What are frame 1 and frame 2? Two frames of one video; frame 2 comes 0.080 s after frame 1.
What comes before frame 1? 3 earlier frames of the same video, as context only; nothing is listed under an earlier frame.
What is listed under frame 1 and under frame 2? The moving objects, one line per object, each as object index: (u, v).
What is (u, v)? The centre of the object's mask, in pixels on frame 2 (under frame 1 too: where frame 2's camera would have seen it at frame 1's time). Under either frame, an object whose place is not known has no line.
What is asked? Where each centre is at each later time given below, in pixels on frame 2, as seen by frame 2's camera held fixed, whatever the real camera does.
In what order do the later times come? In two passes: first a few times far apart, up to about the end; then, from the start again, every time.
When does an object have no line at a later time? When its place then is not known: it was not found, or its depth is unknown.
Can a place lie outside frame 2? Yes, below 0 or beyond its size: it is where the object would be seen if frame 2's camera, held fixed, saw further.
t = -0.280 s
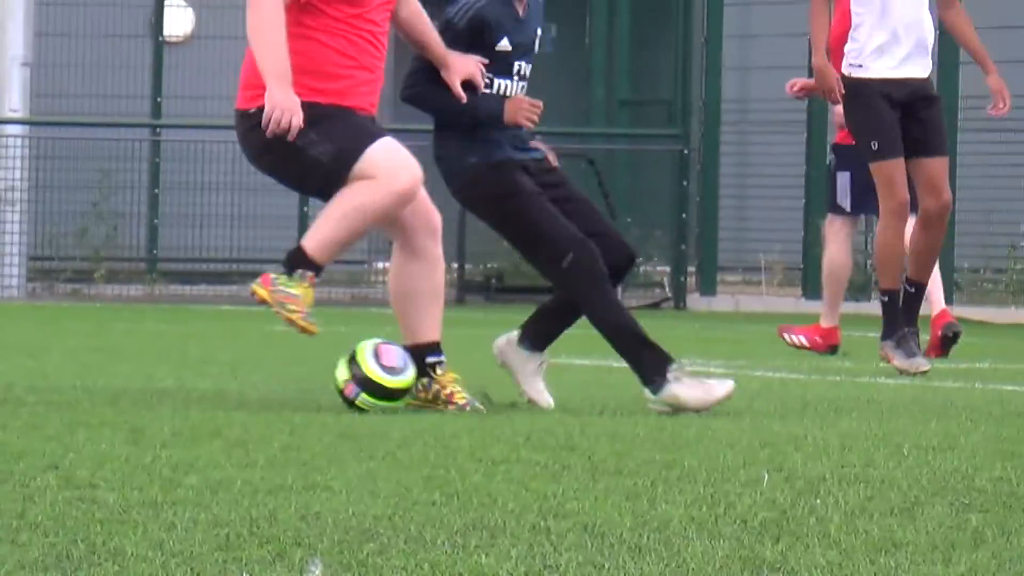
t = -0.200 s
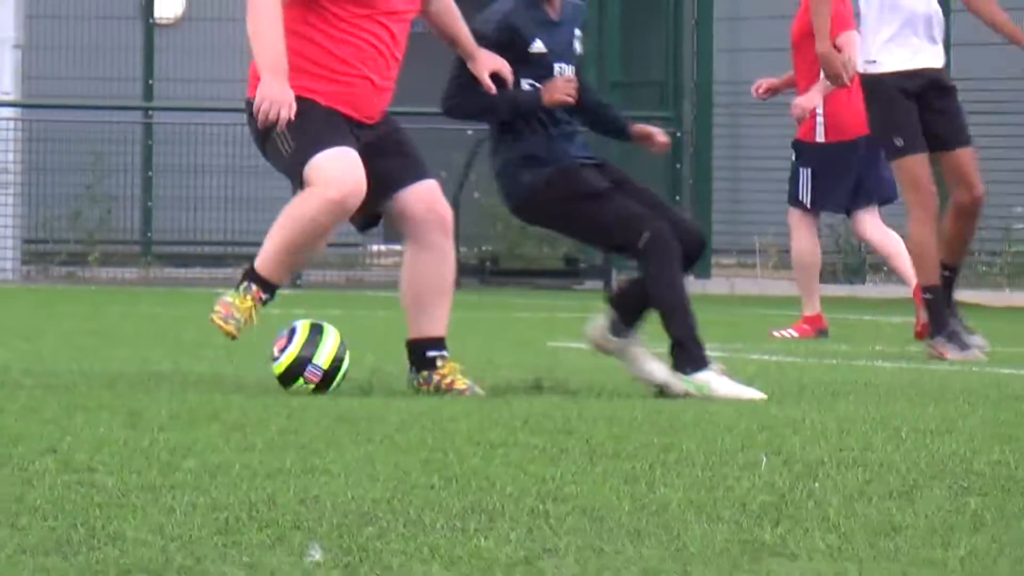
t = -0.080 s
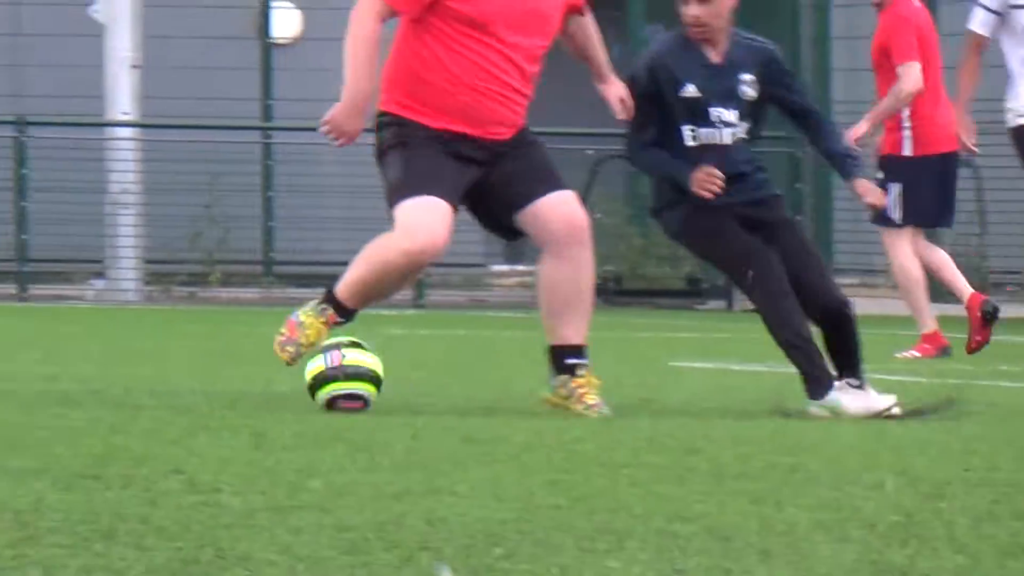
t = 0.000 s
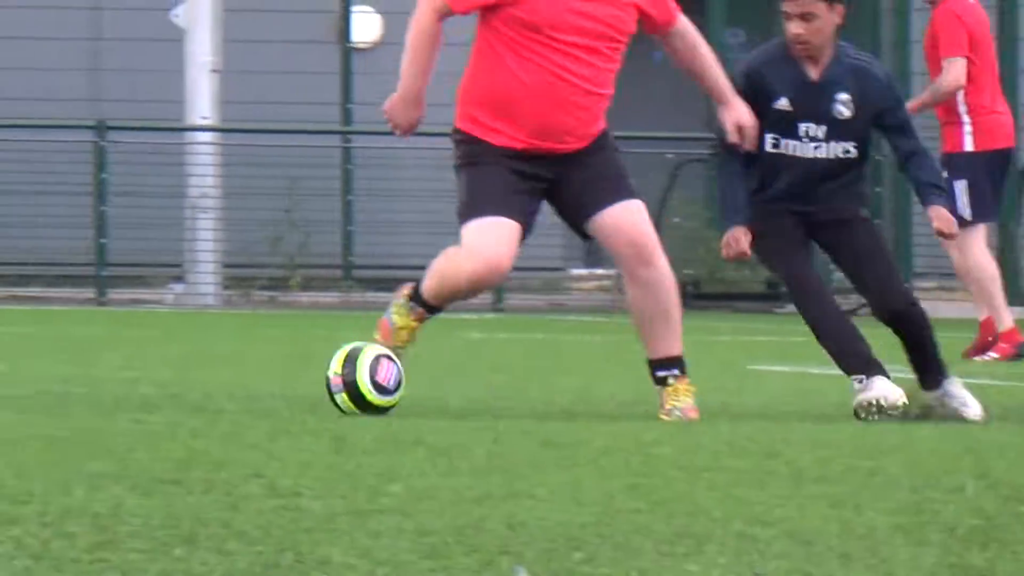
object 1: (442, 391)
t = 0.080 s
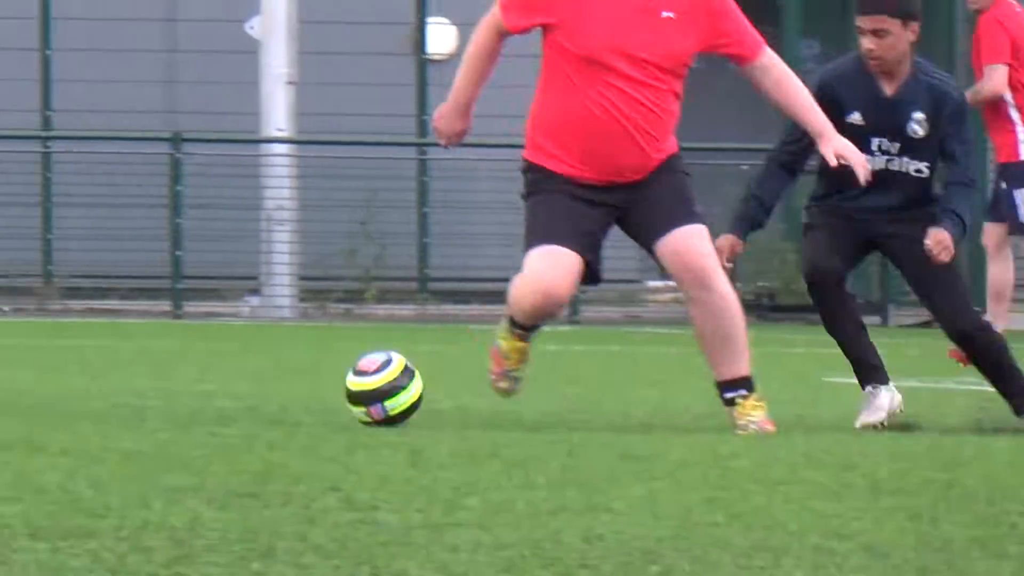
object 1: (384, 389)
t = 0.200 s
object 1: (301, 390)
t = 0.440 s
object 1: (149, 385)
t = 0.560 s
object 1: (76, 385)
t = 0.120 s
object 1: (356, 390)
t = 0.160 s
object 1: (328, 389)
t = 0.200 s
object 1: (301, 390)
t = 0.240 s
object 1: (275, 387)
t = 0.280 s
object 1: (250, 387)
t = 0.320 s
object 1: (225, 386)
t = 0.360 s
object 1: (199, 386)
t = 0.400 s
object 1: (175, 385)
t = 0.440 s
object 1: (149, 385)
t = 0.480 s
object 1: (125, 385)
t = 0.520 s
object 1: (100, 385)
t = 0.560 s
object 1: (76, 385)
